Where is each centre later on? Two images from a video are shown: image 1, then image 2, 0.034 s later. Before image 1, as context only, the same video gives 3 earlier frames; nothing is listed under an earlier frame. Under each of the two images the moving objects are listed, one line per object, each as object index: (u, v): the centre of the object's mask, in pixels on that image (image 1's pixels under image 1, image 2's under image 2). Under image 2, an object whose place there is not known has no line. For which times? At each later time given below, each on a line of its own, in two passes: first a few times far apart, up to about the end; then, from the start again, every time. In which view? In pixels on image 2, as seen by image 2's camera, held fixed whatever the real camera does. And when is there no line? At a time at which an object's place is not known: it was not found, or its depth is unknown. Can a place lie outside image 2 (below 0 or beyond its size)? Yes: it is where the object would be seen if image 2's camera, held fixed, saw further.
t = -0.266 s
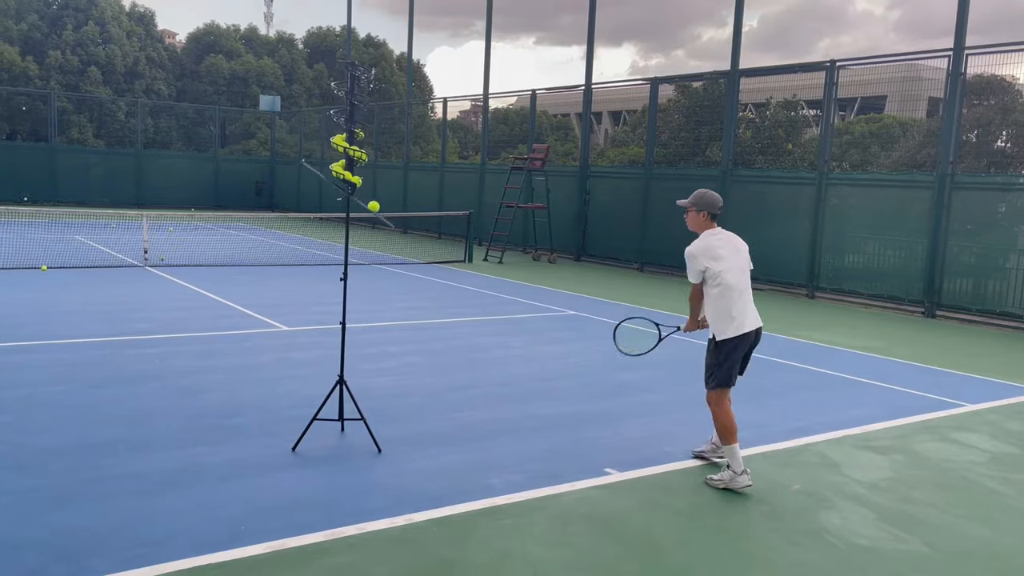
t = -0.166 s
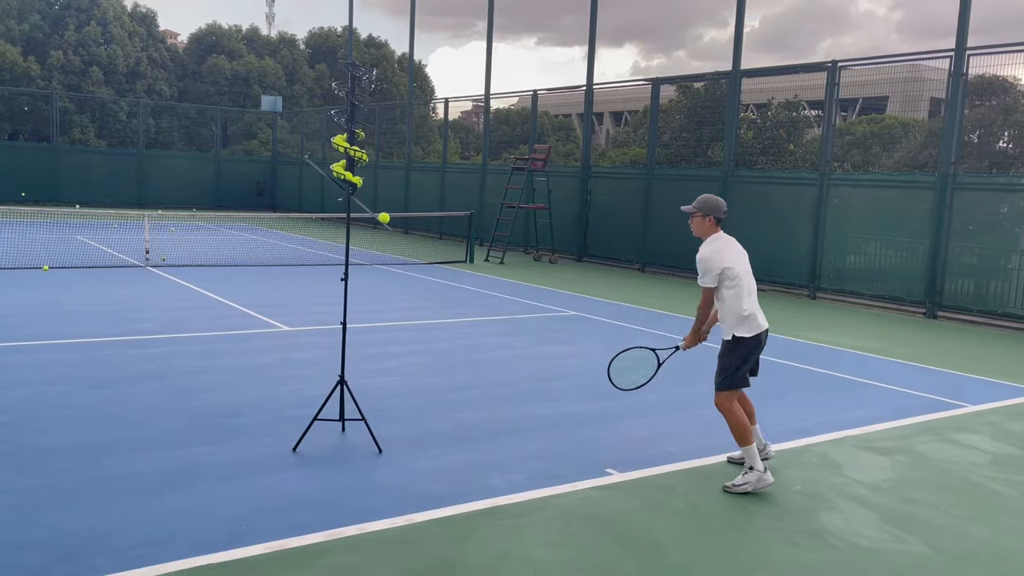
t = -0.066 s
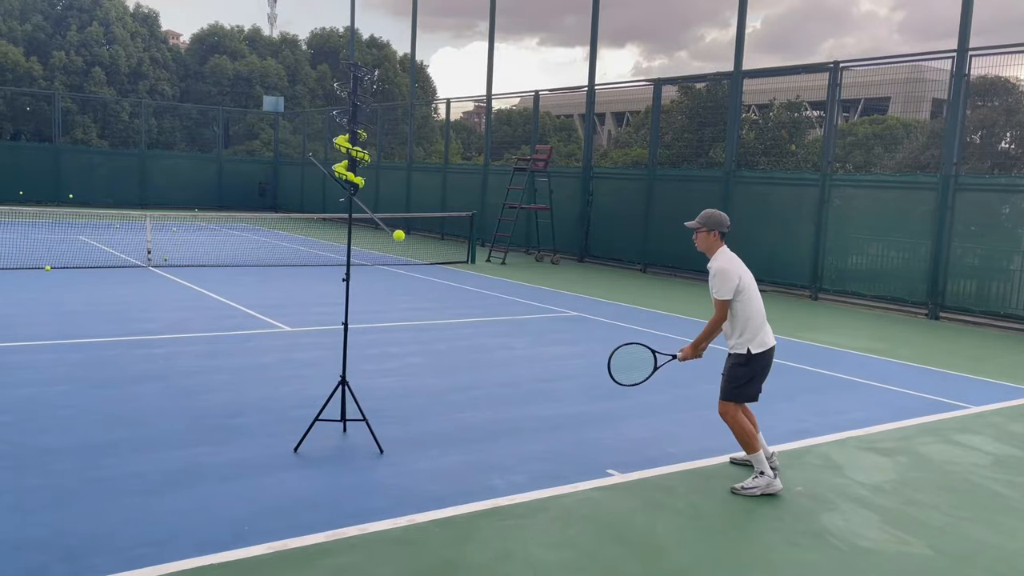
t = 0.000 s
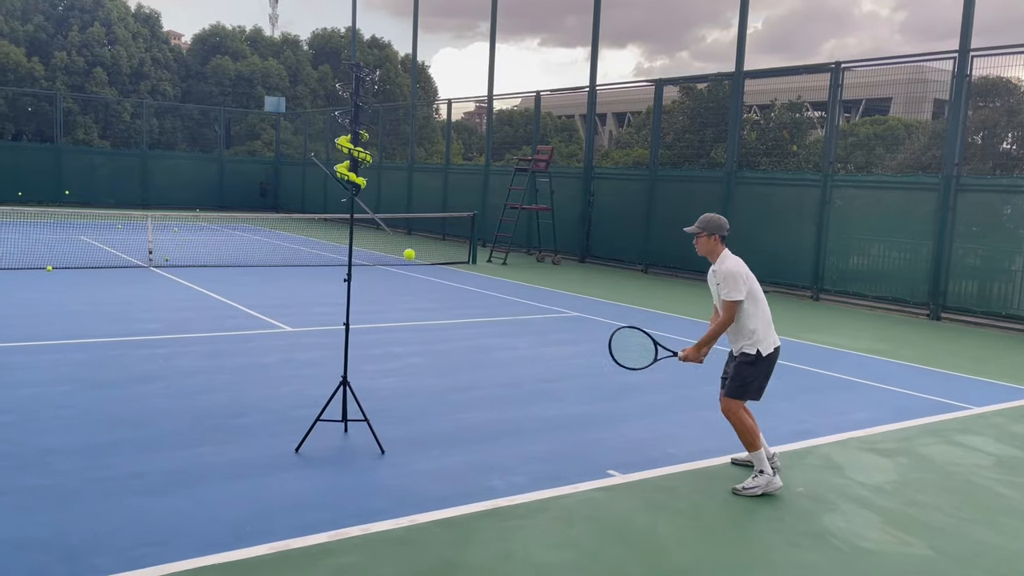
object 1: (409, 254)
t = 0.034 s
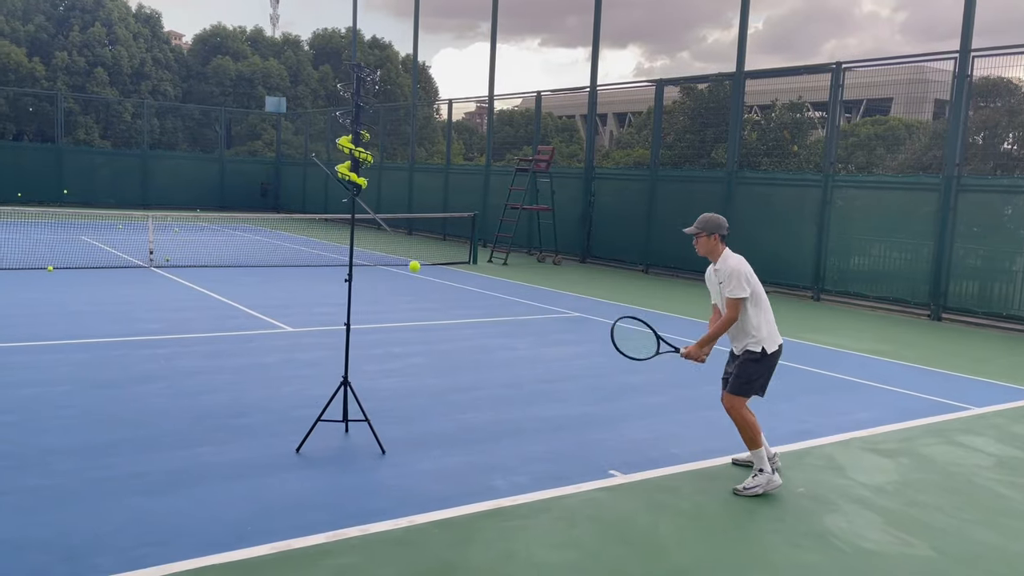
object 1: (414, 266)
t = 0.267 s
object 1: (440, 395)
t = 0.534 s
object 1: (481, 358)
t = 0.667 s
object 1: (502, 325)
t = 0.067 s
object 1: (418, 280)
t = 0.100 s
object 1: (423, 295)
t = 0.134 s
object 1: (426, 312)
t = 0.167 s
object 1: (430, 330)
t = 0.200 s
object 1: (433, 350)
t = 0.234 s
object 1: (437, 372)
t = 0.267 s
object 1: (440, 395)
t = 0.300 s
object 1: (443, 419)
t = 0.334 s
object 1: (447, 446)
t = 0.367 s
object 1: (452, 438)
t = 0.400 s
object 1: (458, 418)
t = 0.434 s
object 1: (464, 400)
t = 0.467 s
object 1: (469, 385)
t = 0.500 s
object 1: (475, 371)
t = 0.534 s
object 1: (481, 358)
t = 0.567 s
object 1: (486, 347)
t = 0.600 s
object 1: (492, 338)
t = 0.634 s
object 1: (497, 331)
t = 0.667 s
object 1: (502, 325)
